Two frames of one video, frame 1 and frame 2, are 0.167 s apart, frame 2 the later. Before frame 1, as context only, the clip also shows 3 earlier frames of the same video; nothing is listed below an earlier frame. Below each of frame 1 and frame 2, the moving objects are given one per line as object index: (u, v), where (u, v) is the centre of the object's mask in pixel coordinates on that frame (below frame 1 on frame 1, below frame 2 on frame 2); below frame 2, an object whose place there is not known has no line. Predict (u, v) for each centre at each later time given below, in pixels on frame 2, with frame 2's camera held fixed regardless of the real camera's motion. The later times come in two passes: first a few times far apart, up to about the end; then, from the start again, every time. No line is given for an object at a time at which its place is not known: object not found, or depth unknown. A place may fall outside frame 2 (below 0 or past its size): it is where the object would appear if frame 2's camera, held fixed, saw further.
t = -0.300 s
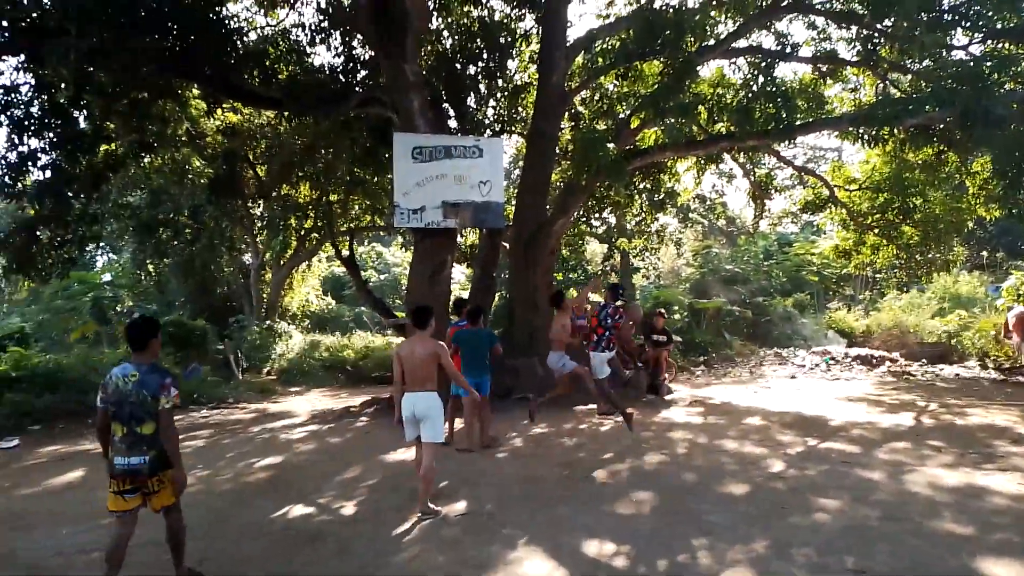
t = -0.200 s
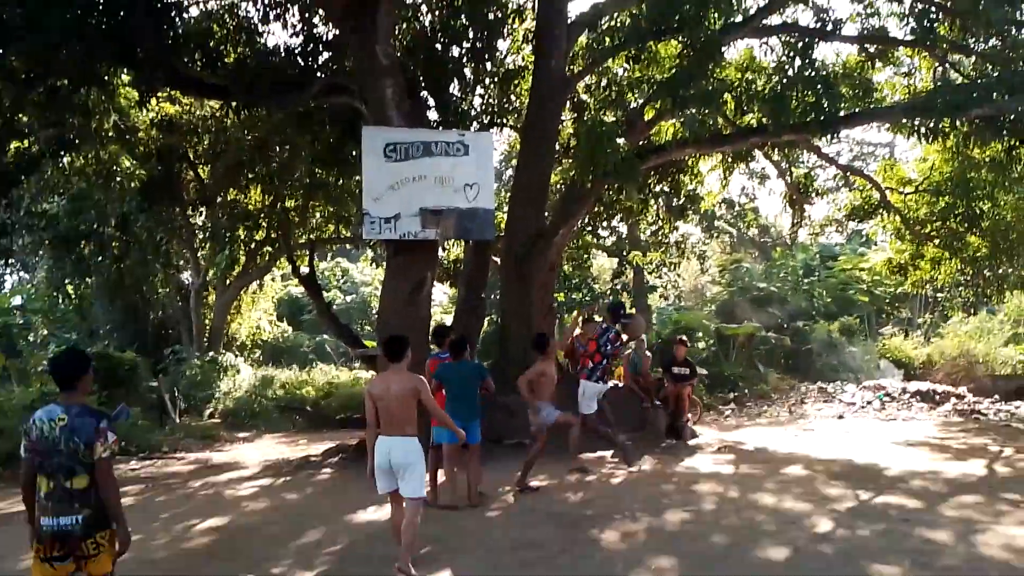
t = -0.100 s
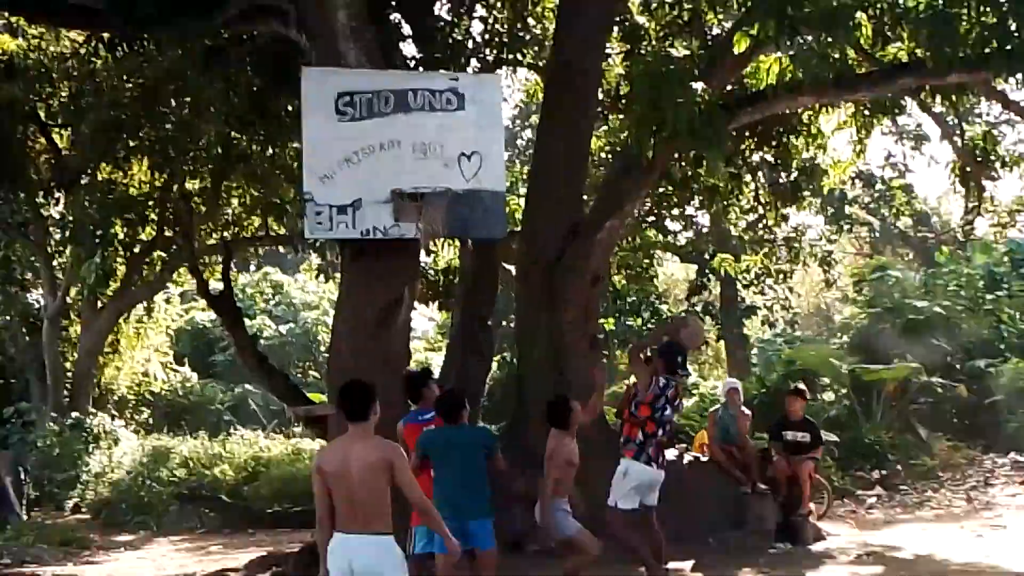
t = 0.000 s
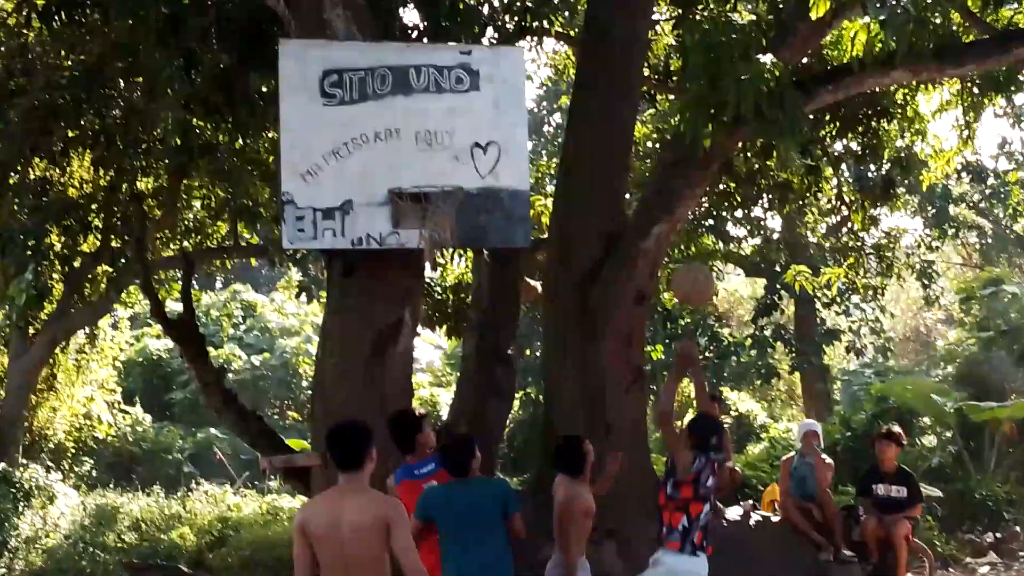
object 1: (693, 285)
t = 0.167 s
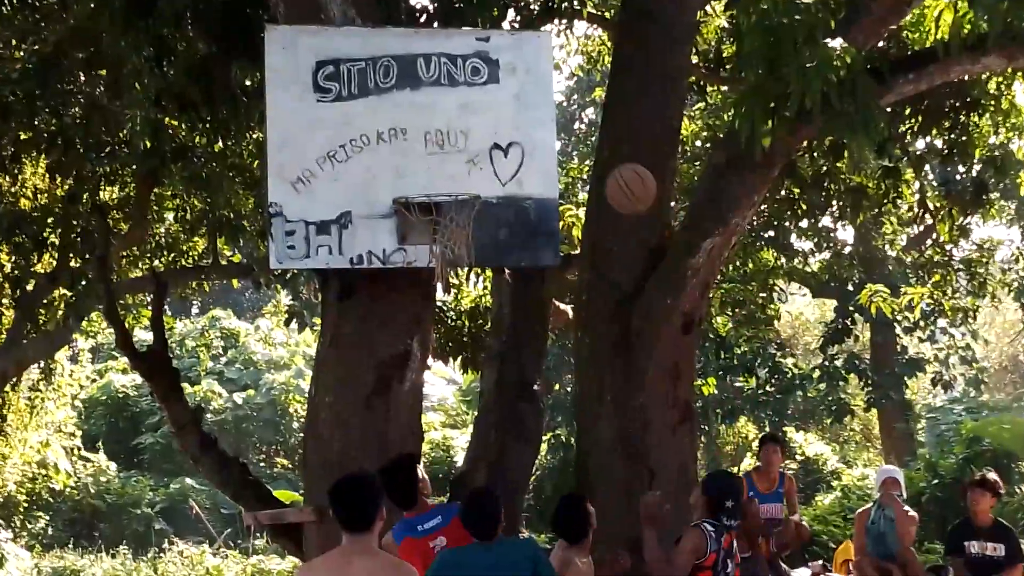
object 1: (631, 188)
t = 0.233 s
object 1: (585, 160)
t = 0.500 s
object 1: (430, 132)
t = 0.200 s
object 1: (609, 173)
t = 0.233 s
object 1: (585, 160)
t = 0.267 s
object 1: (562, 149)
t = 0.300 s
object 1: (542, 140)
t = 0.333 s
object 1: (520, 132)
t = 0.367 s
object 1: (500, 128)
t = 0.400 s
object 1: (479, 126)
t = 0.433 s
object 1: (459, 126)
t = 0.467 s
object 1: (440, 129)
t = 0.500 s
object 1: (430, 132)
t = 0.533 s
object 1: (426, 136)
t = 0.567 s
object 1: (421, 143)
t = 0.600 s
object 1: (416, 151)
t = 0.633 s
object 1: (412, 162)
